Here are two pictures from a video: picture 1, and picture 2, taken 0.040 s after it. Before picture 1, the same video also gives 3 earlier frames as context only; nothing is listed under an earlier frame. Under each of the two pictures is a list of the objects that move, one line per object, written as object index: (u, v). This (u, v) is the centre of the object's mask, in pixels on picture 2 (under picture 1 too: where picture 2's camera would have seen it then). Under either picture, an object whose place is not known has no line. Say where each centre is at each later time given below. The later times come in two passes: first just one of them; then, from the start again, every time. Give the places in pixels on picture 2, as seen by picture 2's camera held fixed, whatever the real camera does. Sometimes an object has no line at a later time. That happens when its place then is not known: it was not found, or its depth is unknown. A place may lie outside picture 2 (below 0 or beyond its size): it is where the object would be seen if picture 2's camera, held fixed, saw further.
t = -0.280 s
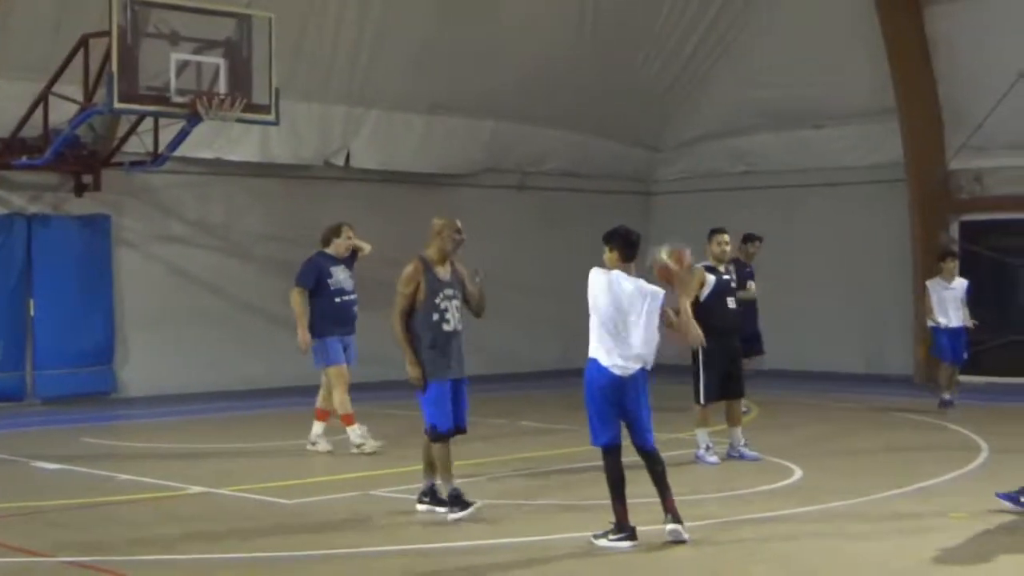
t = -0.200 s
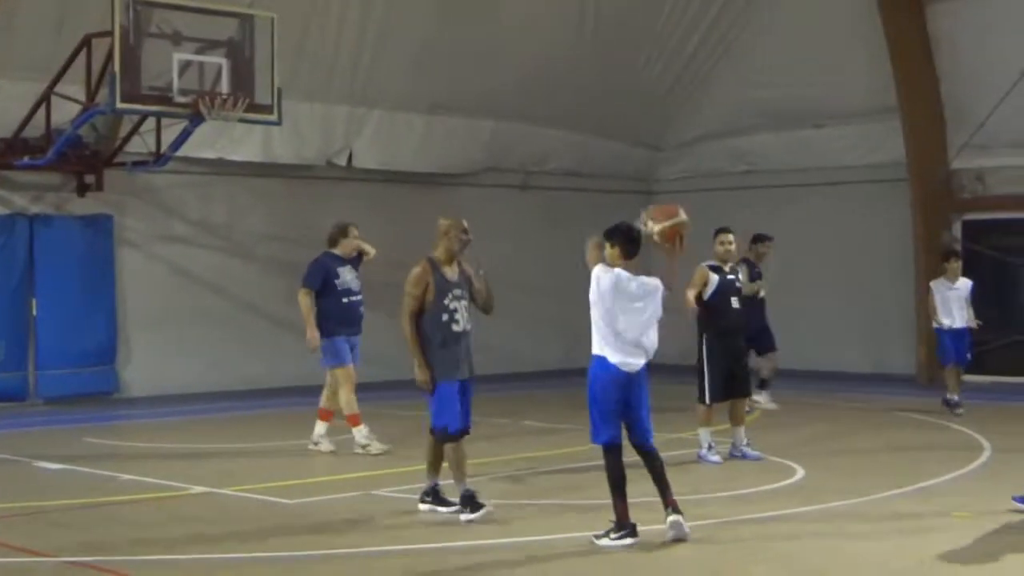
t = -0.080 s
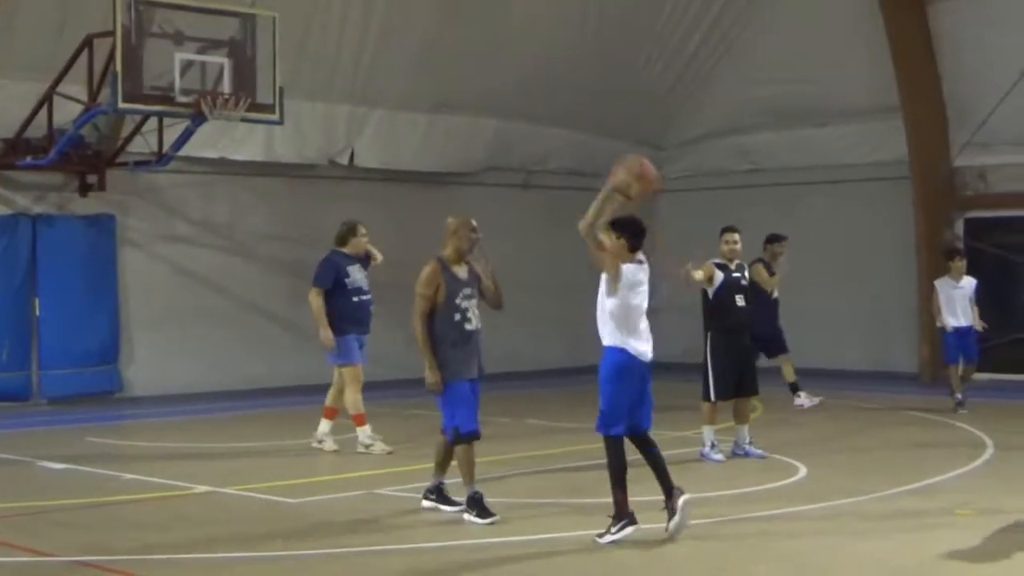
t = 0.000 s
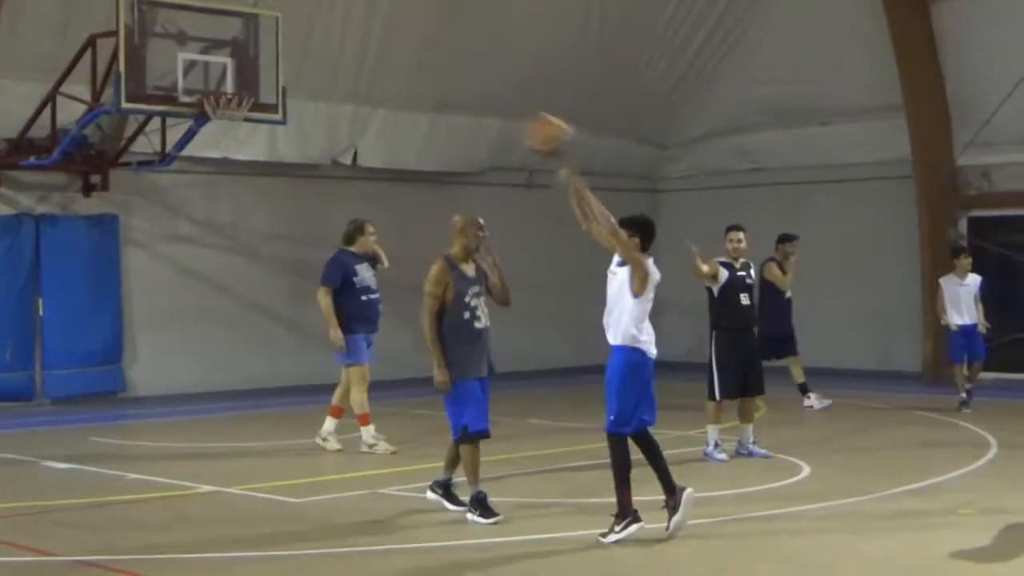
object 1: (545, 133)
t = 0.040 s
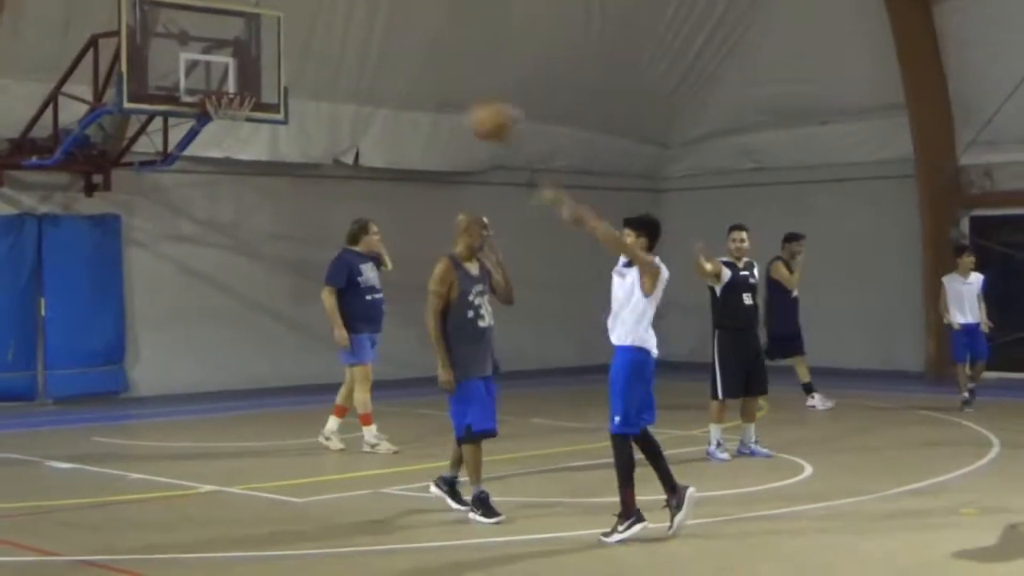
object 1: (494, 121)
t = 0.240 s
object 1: (197, 95)
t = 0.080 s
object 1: (433, 110)
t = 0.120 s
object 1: (373, 101)
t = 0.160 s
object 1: (317, 96)
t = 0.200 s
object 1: (258, 93)
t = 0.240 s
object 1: (197, 95)
